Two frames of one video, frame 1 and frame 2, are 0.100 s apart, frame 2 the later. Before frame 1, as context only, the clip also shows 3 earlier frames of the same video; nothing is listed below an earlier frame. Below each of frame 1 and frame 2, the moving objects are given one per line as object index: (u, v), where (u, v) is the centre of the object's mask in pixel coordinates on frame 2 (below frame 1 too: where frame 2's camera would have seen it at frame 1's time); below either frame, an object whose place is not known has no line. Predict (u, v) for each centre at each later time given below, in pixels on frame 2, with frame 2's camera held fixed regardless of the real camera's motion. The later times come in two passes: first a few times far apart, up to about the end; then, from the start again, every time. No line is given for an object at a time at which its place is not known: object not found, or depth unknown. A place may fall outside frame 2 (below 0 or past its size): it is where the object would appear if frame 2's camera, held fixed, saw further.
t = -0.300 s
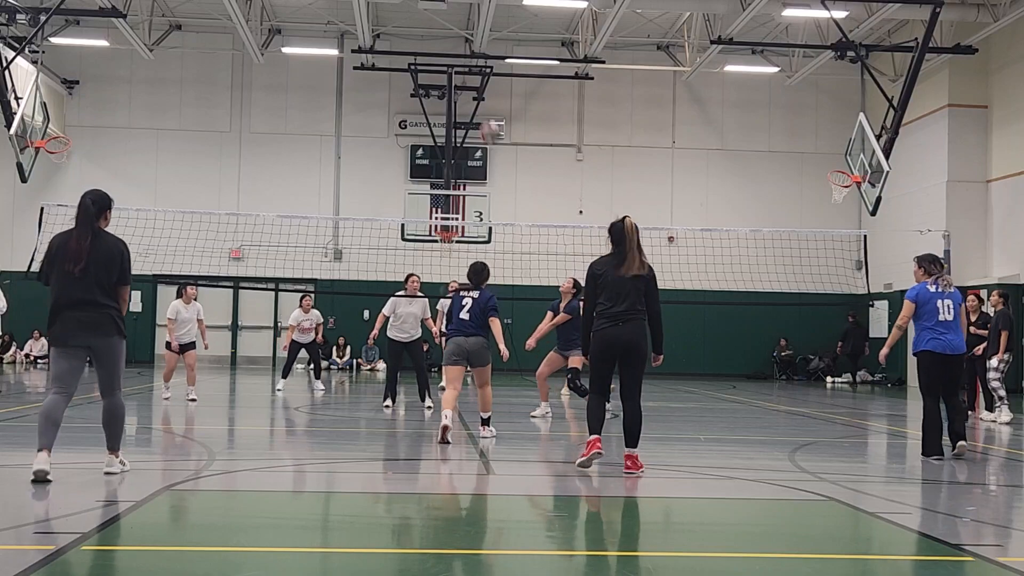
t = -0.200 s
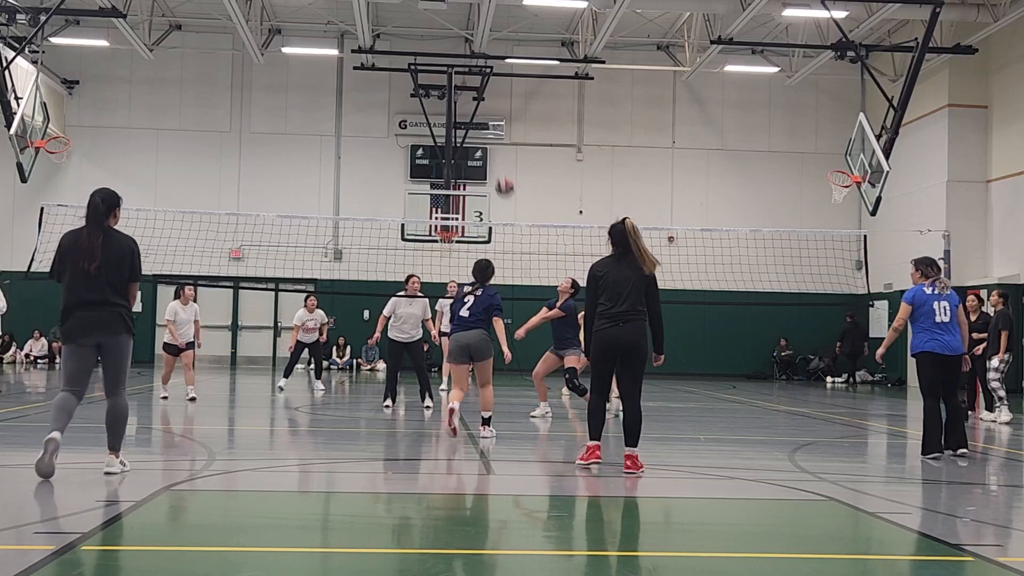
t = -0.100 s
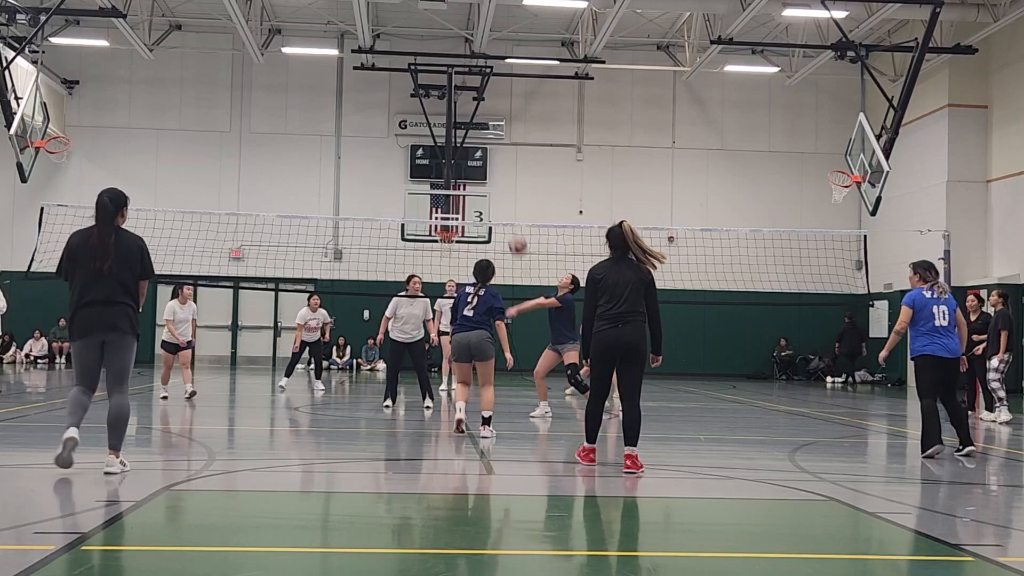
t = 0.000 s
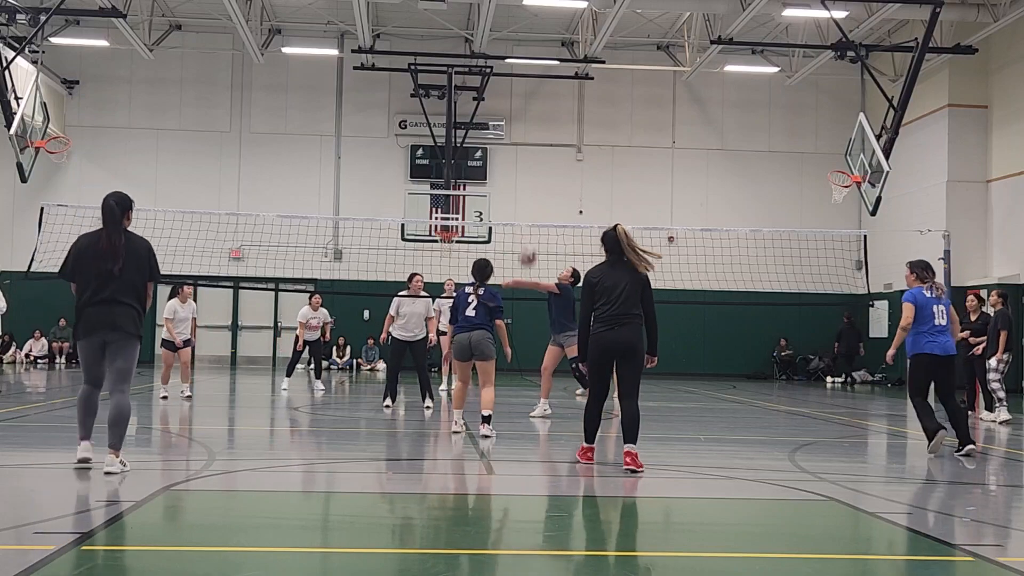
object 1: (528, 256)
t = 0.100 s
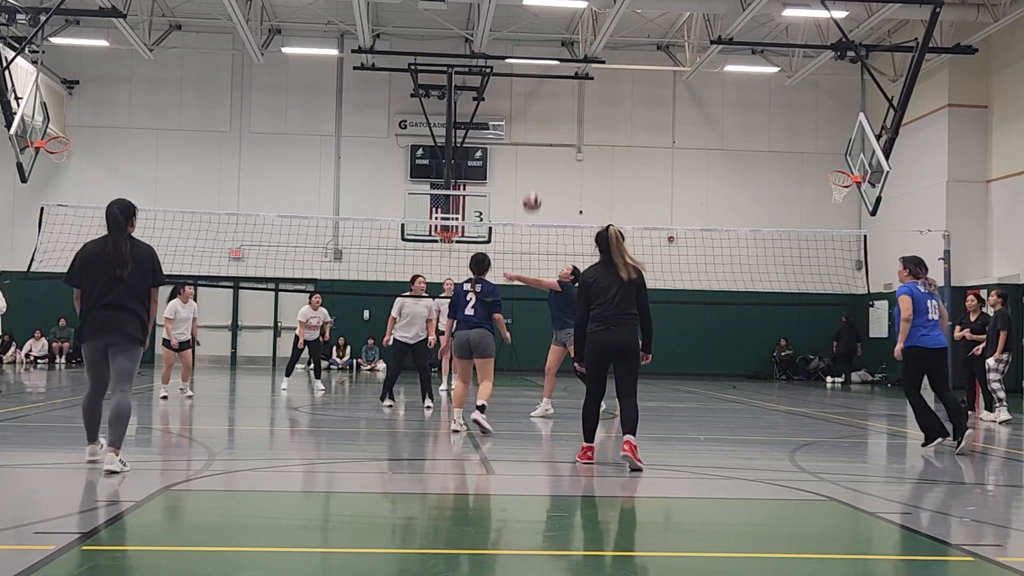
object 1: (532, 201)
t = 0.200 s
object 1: (536, 157)
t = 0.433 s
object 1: (543, 89)
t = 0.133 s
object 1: (533, 186)
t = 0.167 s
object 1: (535, 171)
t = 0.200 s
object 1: (536, 157)
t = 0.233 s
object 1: (536, 145)
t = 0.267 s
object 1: (538, 132)
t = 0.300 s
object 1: (538, 122)
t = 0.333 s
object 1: (540, 112)
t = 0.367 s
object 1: (541, 103)
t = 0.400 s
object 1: (542, 95)
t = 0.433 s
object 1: (543, 89)
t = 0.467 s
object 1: (544, 83)
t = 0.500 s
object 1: (545, 79)
